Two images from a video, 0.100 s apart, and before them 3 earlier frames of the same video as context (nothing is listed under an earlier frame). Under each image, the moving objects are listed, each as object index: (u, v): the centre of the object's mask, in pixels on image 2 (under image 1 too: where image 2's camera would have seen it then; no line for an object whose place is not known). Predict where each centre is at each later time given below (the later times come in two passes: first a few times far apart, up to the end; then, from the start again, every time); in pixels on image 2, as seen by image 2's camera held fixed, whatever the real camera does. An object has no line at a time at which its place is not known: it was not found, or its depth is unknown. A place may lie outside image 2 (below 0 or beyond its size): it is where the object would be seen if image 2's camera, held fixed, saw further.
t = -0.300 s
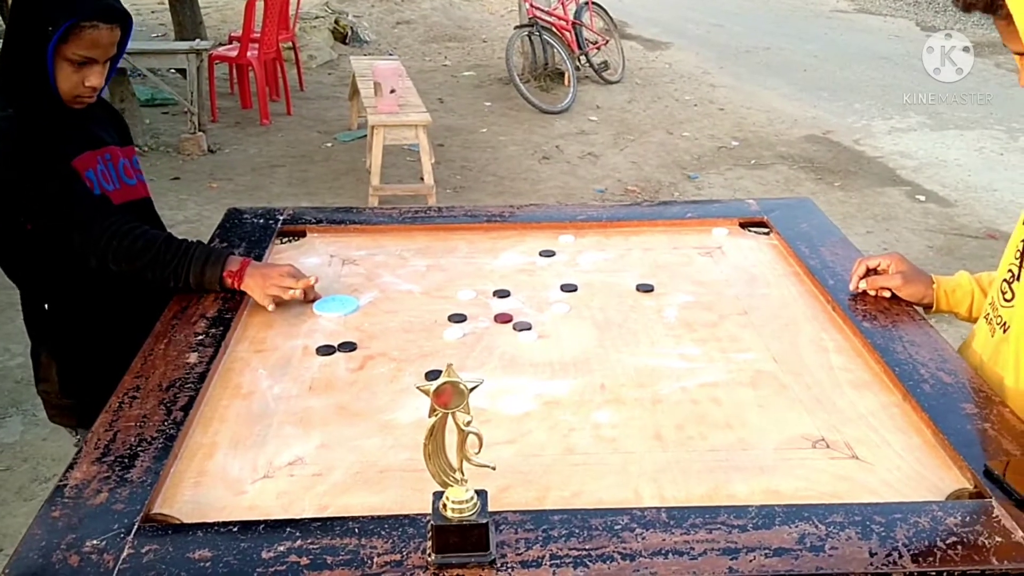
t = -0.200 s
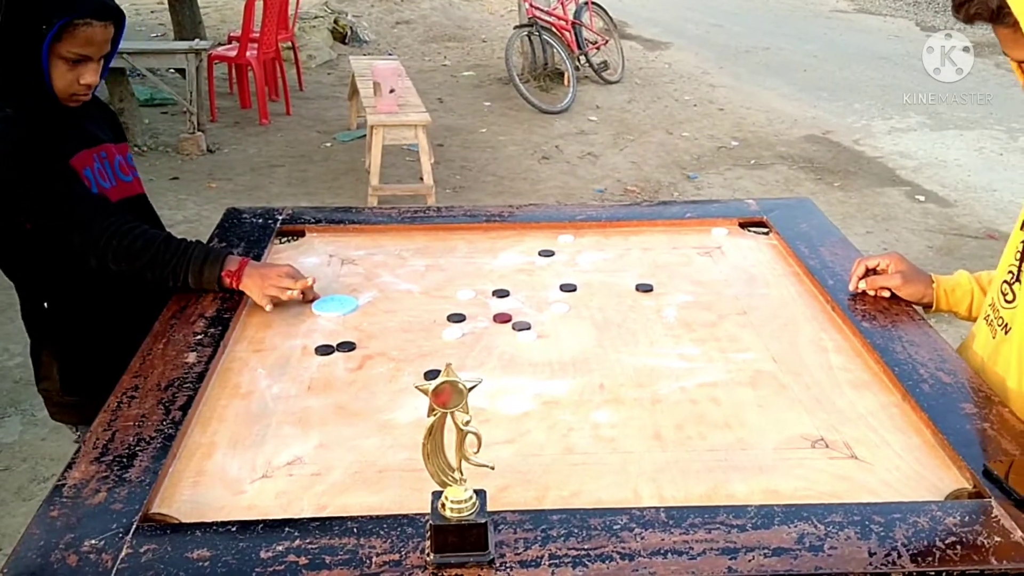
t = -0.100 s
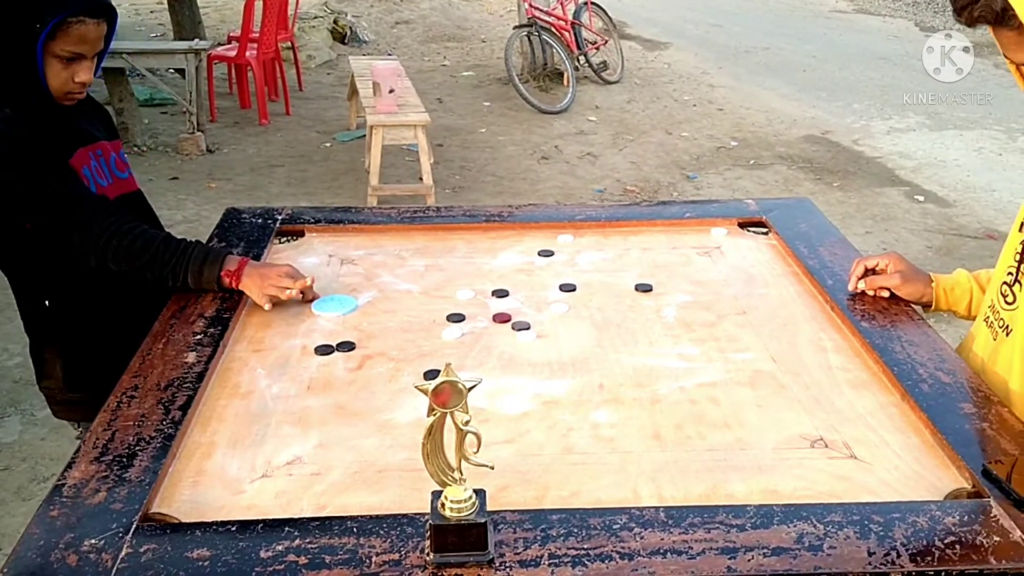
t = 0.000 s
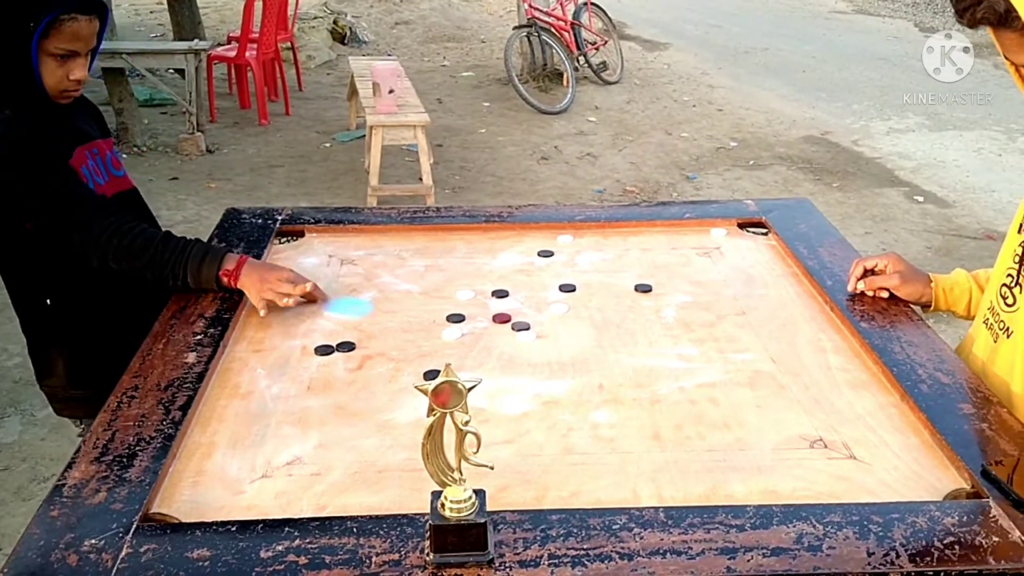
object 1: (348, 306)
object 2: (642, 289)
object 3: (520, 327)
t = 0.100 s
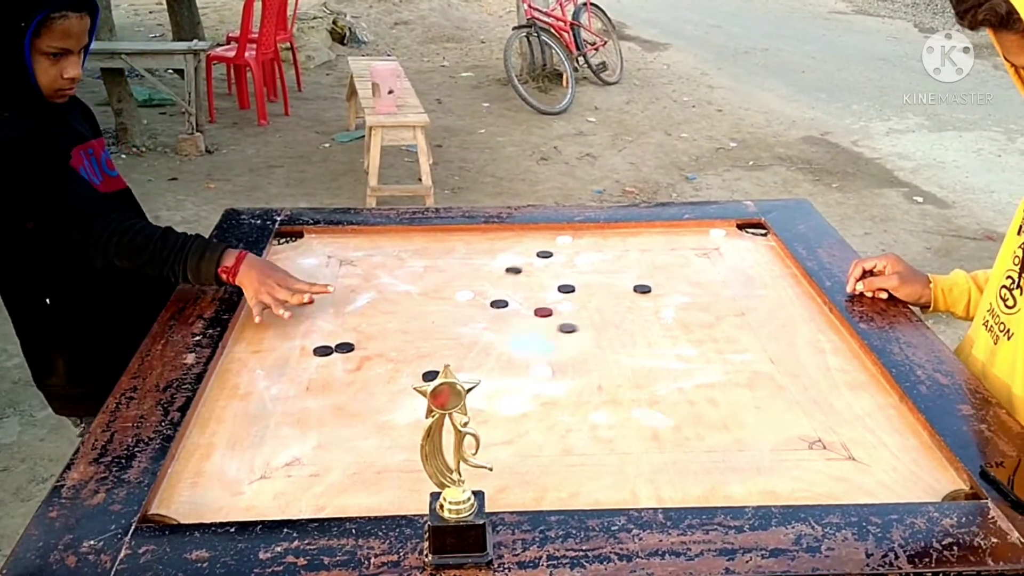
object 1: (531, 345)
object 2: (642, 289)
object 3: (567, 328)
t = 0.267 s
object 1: (808, 407)
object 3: (698, 326)
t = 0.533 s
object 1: (825, 485)
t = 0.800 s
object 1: (751, 479)
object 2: (751, 244)
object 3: (762, 320)
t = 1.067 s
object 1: (748, 476)
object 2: (743, 238)
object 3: (762, 320)
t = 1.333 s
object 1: (748, 476)
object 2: (743, 238)
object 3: (762, 320)
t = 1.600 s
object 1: (748, 476)
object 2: (743, 237)
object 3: (762, 320)
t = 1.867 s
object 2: (742, 238)
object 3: (762, 320)
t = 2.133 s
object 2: (742, 238)
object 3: (762, 320)
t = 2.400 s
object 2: (742, 238)
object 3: (762, 320)
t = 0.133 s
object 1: (585, 355)
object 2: (642, 289)
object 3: (595, 328)
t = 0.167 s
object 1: (640, 368)
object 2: (642, 289)
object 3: (621, 327)
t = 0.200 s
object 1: (700, 379)
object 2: (655, 284)
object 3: (647, 327)
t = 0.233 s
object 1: (762, 394)
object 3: (673, 326)
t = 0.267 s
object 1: (808, 407)
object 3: (698, 326)
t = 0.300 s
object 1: (845, 420)
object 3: (720, 326)
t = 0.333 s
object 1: (885, 433)
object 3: (743, 326)
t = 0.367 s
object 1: (892, 443)
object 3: (766, 326)
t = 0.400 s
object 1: (877, 452)
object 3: (789, 327)
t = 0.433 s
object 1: (864, 461)
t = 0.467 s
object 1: (850, 469)
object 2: (756, 251)
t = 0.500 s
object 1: (837, 477)
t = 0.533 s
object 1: (825, 485)
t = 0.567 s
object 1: (813, 489)
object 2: (759, 245)
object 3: (794, 322)
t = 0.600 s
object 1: (801, 491)
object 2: (756, 245)
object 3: (787, 322)
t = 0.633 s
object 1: (790, 489)
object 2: (753, 244)
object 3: (778, 321)
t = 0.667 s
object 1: (780, 487)
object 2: (752, 244)
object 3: (772, 321)
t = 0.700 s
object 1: (770, 485)
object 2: (751, 244)
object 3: (767, 320)
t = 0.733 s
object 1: (762, 482)
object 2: (751, 244)
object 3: (763, 320)
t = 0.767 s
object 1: (755, 480)
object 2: (751, 244)
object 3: (762, 320)
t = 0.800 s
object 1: (751, 479)
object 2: (751, 244)
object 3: (762, 320)
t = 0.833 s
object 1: (749, 477)
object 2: (750, 243)
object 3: (762, 320)
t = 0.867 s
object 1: (749, 477)
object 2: (747, 241)
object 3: (762, 320)
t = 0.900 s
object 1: (748, 477)
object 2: (745, 239)
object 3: (762, 320)
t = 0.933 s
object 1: (748, 476)
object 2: (744, 238)
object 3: (762, 320)
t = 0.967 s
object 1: (748, 476)
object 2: (743, 238)
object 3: (763, 320)
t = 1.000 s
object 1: (748, 476)
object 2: (743, 238)
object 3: (762, 320)
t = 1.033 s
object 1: (748, 476)
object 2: (743, 238)
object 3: (762, 320)
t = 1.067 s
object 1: (748, 476)
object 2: (743, 238)
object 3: (762, 320)
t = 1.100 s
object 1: (748, 477)
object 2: (743, 237)
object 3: (762, 320)
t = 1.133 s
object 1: (748, 477)
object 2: (743, 237)
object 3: (762, 320)
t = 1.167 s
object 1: (748, 476)
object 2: (743, 237)
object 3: (762, 320)
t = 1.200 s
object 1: (748, 476)
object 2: (743, 238)
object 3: (762, 320)
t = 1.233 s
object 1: (748, 476)
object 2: (743, 237)
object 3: (762, 320)
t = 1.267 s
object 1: (748, 476)
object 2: (743, 237)
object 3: (762, 320)
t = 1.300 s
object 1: (748, 476)
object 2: (743, 237)
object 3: (762, 320)
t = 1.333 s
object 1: (748, 476)
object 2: (743, 238)
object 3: (762, 320)
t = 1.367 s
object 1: (748, 476)
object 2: (743, 238)
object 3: (762, 320)
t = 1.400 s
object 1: (748, 476)
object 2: (742, 237)
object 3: (762, 320)
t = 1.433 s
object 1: (748, 476)
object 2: (742, 238)
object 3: (762, 320)
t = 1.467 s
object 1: (748, 476)
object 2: (742, 238)
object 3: (762, 320)
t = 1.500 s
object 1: (748, 476)
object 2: (742, 237)
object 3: (762, 320)
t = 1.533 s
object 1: (748, 476)
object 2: (743, 238)
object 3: (762, 320)
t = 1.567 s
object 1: (748, 476)
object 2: (743, 237)
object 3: (762, 320)
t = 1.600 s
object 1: (748, 476)
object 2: (743, 237)
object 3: (762, 320)
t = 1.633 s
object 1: (748, 476)
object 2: (743, 238)
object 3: (762, 321)
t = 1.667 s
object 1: (748, 476)
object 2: (742, 237)
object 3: (762, 320)
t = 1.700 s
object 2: (742, 237)
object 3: (762, 320)
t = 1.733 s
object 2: (742, 238)
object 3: (762, 320)
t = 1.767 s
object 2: (742, 238)
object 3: (762, 320)
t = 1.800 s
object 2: (742, 237)
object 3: (762, 320)
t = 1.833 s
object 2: (742, 238)
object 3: (762, 320)
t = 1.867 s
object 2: (742, 238)
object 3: (762, 320)
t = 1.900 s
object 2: (742, 238)
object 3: (762, 320)
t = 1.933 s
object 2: (742, 238)
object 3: (762, 320)
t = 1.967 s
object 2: (742, 238)
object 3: (762, 320)
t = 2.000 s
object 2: (742, 237)
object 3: (762, 320)
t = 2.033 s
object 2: (742, 238)
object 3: (762, 320)
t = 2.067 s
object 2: (742, 237)
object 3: (762, 320)
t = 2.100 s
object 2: (742, 238)
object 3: (762, 320)
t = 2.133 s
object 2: (742, 238)
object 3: (762, 320)
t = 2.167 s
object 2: (742, 238)
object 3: (762, 320)
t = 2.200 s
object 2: (742, 237)
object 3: (762, 320)
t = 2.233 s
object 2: (742, 238)
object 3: (762, 320)
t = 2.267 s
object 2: (742, 237)
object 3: (762, 320)
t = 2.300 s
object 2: (742, 238)
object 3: (762, 320)
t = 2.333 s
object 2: (742, 237)
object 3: (762, 320)
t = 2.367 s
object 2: (742, 237)
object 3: (762, 320)
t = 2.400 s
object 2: (742, 238)
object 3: (762, 320)
